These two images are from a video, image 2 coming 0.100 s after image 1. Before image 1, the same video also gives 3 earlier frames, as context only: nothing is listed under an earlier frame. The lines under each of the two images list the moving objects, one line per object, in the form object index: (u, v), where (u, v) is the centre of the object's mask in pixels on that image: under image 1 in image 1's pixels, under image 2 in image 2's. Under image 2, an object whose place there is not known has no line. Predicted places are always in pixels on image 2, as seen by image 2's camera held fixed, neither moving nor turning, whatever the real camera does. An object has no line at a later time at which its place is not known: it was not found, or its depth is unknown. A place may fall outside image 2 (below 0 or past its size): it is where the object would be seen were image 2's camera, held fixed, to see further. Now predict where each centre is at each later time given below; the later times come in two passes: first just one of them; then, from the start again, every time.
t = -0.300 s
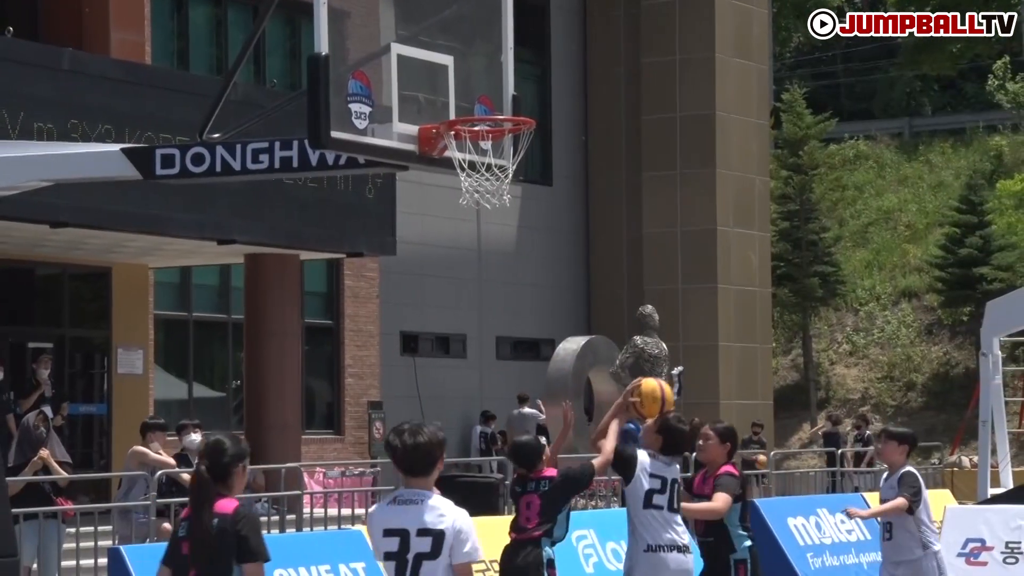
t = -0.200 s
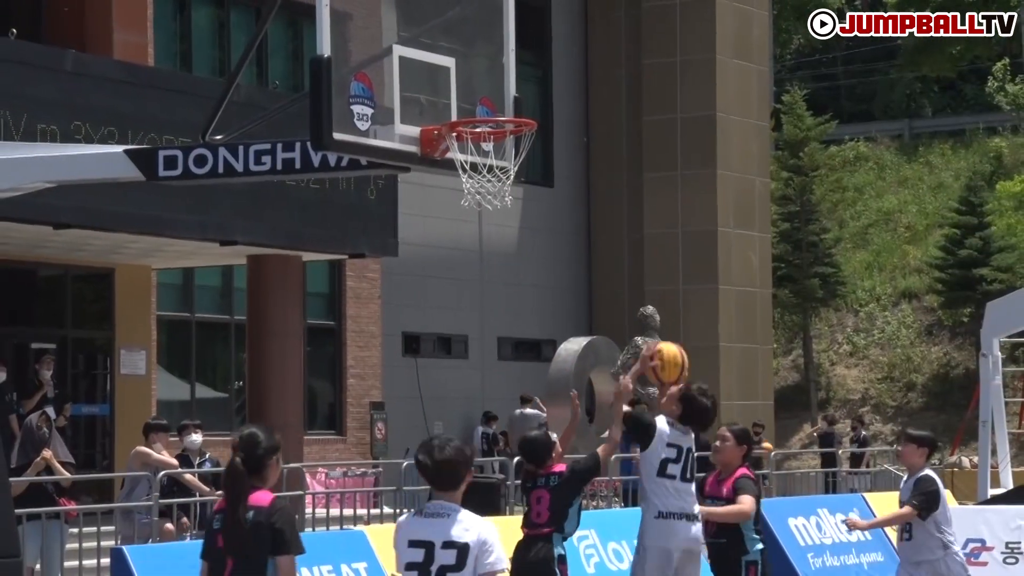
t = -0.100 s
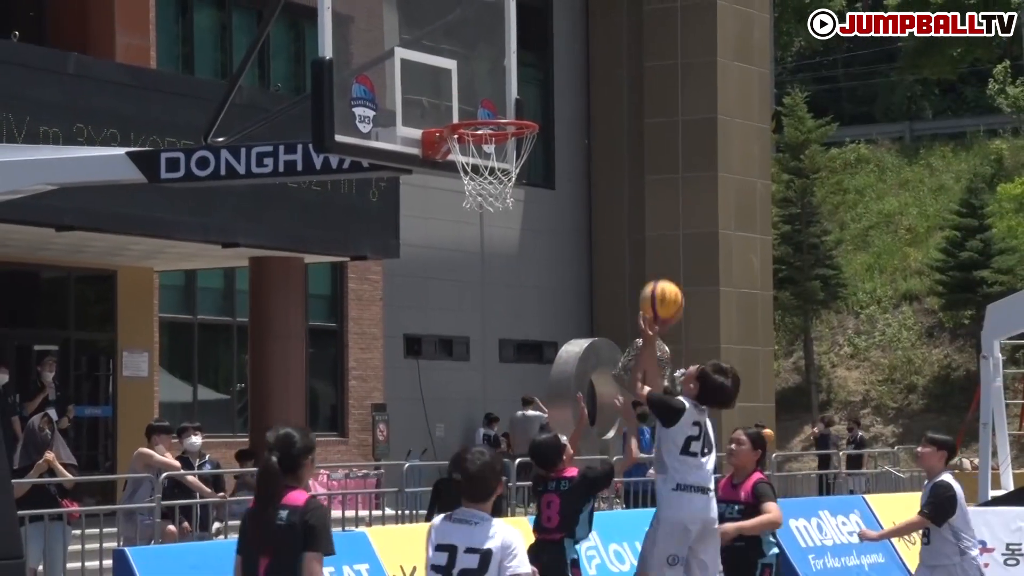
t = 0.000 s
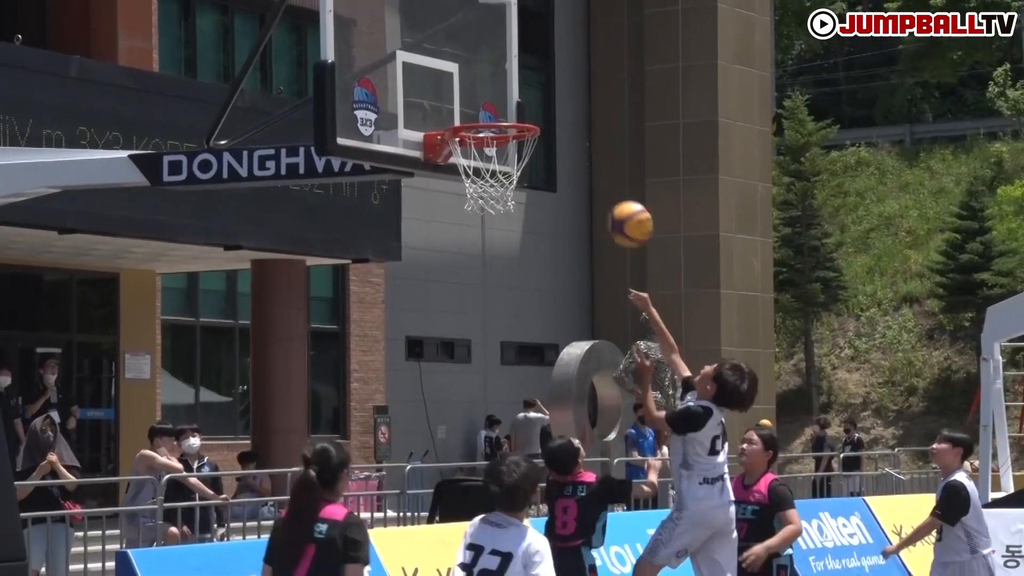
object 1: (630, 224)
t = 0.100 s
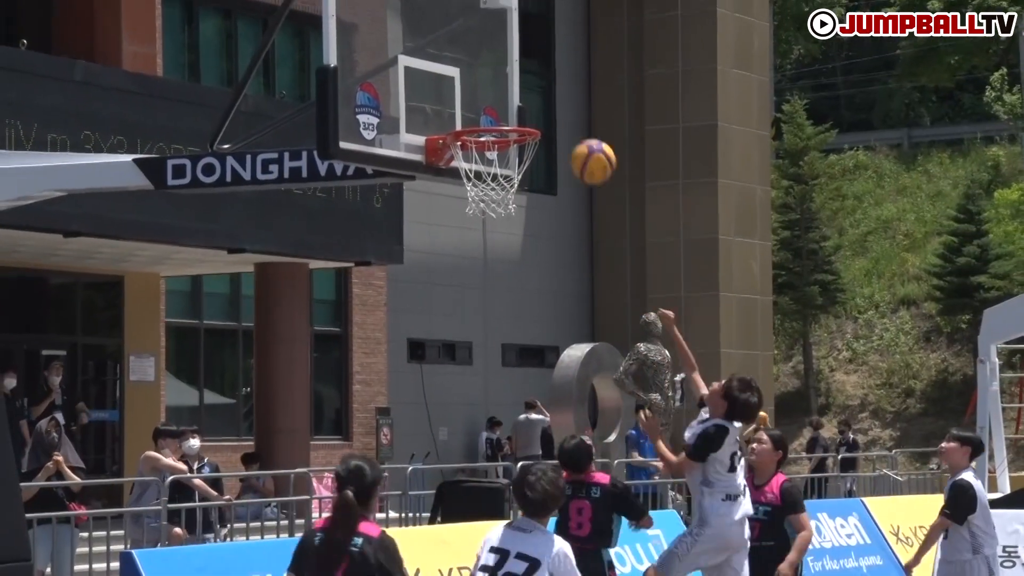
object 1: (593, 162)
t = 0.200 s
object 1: (555, 112)
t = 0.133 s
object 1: (581, 144)
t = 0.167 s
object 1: (568, 127)
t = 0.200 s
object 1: (555, 112)
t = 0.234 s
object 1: (543, 100)
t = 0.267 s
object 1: (532, 90)
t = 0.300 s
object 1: (520, 80)
